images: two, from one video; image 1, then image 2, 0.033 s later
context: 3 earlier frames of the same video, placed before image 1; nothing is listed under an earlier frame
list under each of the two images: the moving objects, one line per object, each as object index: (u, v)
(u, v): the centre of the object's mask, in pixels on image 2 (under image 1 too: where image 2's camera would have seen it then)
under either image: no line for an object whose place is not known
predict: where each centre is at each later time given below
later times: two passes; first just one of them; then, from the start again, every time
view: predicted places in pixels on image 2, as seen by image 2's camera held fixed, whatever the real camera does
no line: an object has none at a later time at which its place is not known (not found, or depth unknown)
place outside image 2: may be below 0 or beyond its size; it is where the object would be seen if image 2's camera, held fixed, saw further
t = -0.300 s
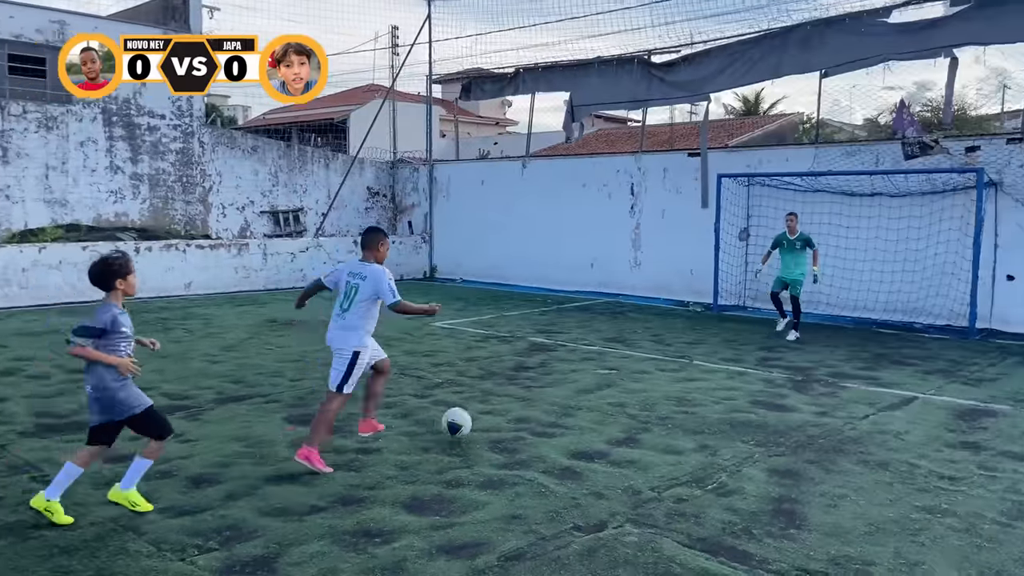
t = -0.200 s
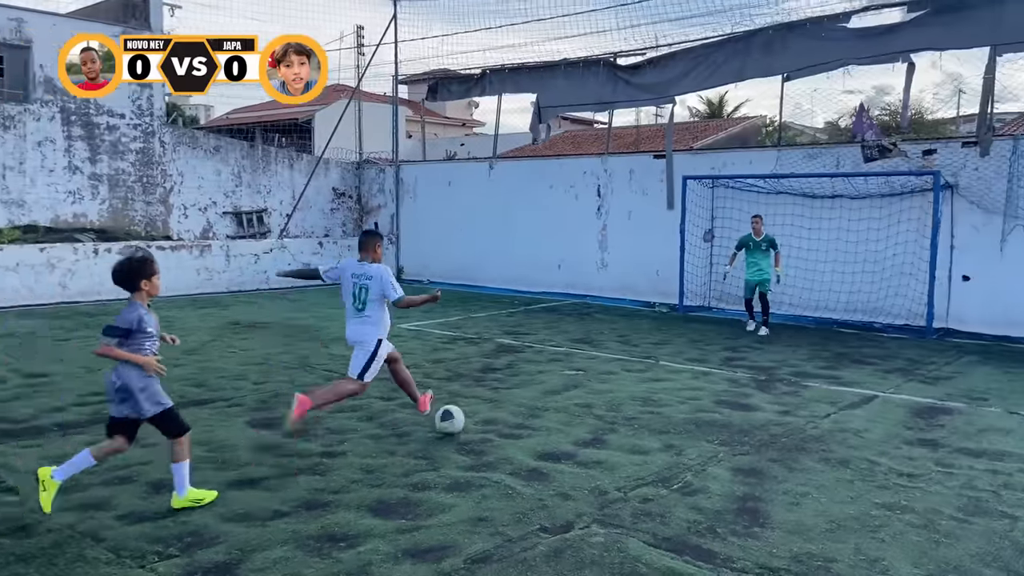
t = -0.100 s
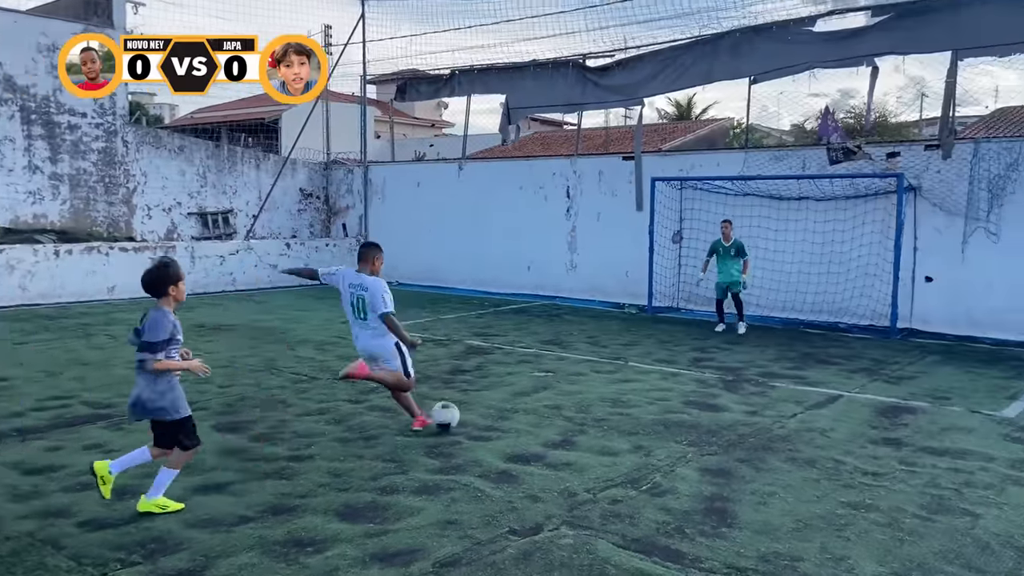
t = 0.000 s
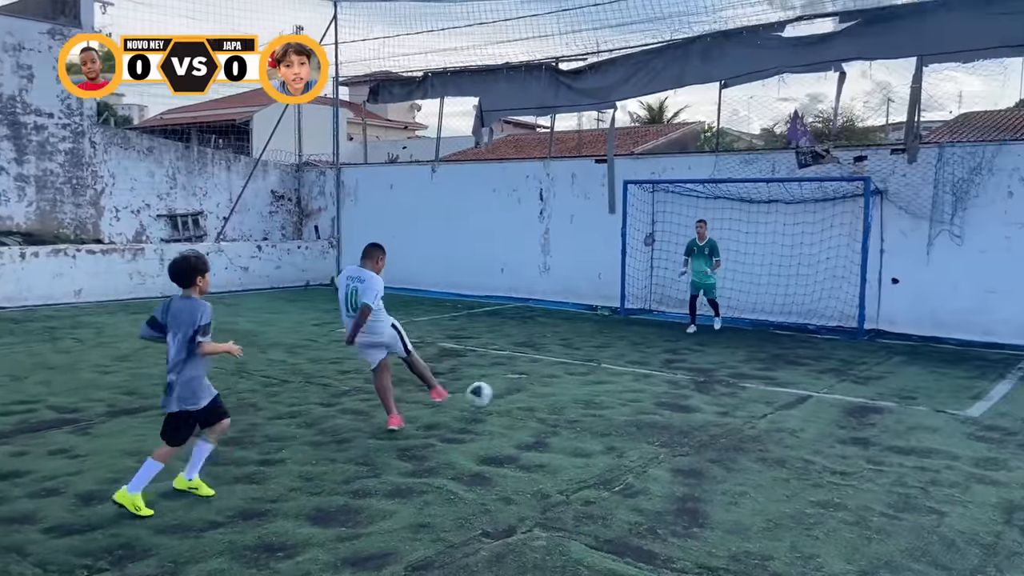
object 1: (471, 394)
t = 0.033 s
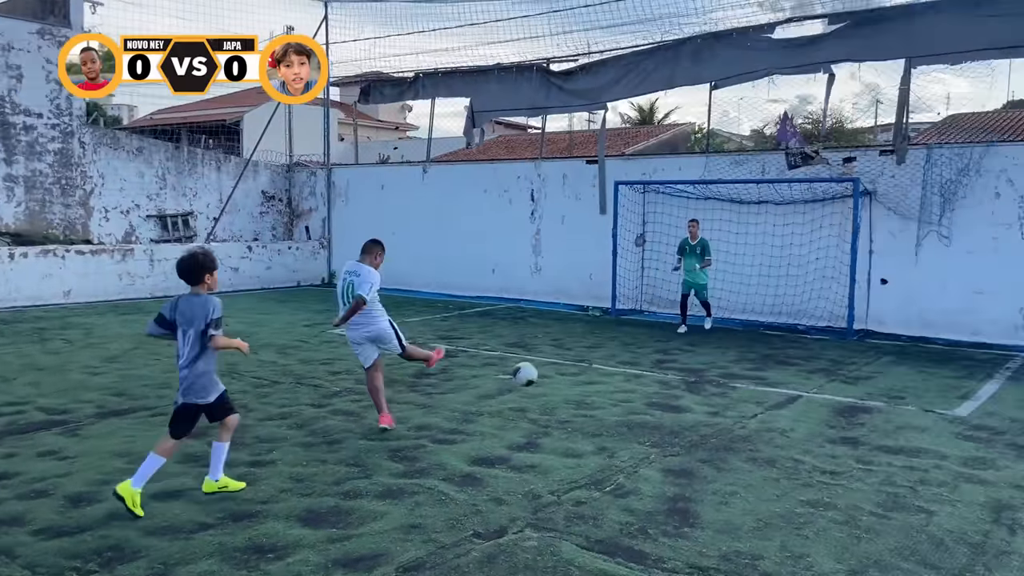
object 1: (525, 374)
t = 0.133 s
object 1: (652, 329)
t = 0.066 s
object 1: (572, 356)
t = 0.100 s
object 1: (614, 341)
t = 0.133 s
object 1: (652, 329)
